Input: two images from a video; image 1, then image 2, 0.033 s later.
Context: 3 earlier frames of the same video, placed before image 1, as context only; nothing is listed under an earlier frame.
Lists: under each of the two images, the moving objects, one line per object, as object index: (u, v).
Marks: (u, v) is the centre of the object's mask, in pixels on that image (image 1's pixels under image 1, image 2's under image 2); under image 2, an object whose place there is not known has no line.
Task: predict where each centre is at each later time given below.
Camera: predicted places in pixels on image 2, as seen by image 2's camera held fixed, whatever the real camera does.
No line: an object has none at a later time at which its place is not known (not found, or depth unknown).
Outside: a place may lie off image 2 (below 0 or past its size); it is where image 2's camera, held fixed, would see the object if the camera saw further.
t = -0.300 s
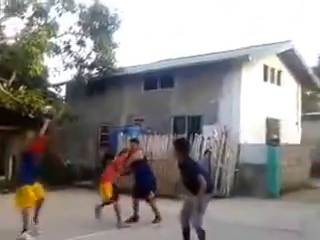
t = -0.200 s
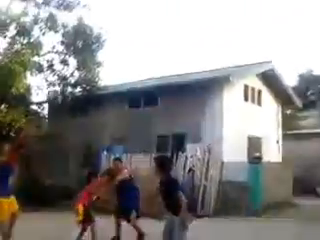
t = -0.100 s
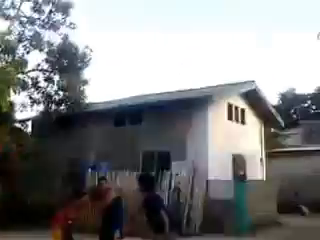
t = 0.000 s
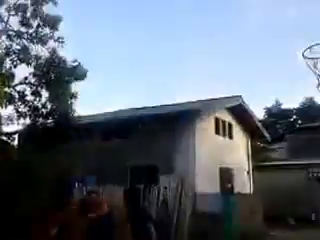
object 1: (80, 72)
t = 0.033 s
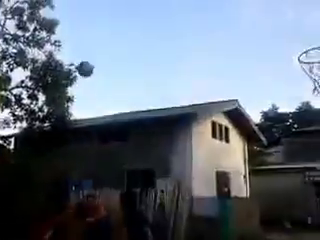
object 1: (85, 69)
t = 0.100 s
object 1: (102, 56)
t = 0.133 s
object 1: (112, 50)
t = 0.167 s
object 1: (121, 46)
